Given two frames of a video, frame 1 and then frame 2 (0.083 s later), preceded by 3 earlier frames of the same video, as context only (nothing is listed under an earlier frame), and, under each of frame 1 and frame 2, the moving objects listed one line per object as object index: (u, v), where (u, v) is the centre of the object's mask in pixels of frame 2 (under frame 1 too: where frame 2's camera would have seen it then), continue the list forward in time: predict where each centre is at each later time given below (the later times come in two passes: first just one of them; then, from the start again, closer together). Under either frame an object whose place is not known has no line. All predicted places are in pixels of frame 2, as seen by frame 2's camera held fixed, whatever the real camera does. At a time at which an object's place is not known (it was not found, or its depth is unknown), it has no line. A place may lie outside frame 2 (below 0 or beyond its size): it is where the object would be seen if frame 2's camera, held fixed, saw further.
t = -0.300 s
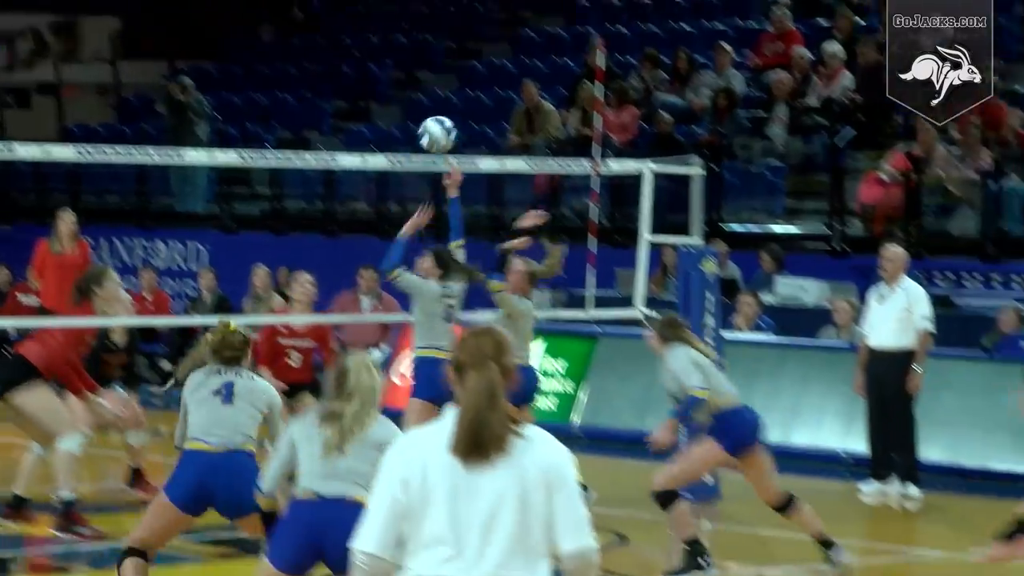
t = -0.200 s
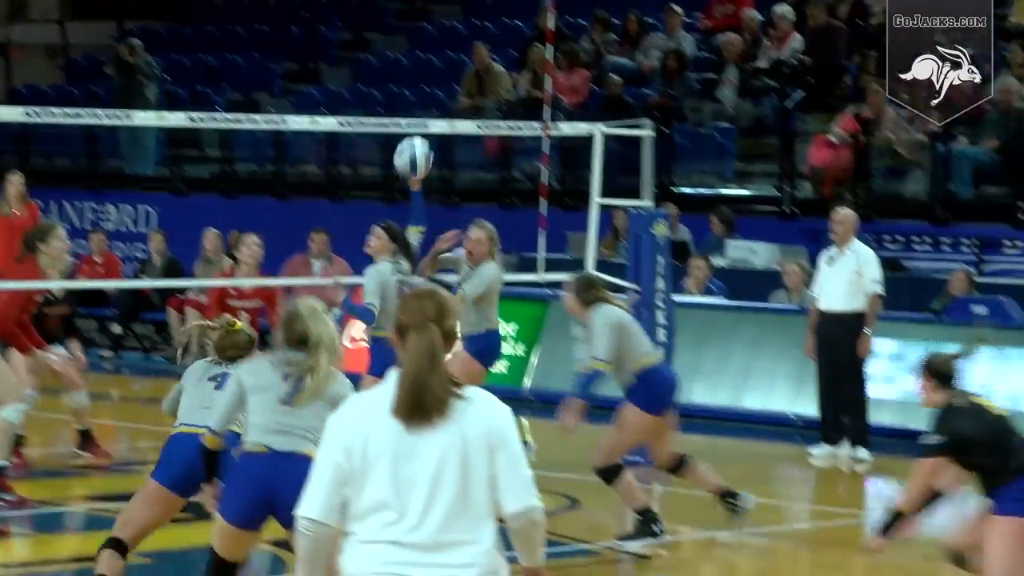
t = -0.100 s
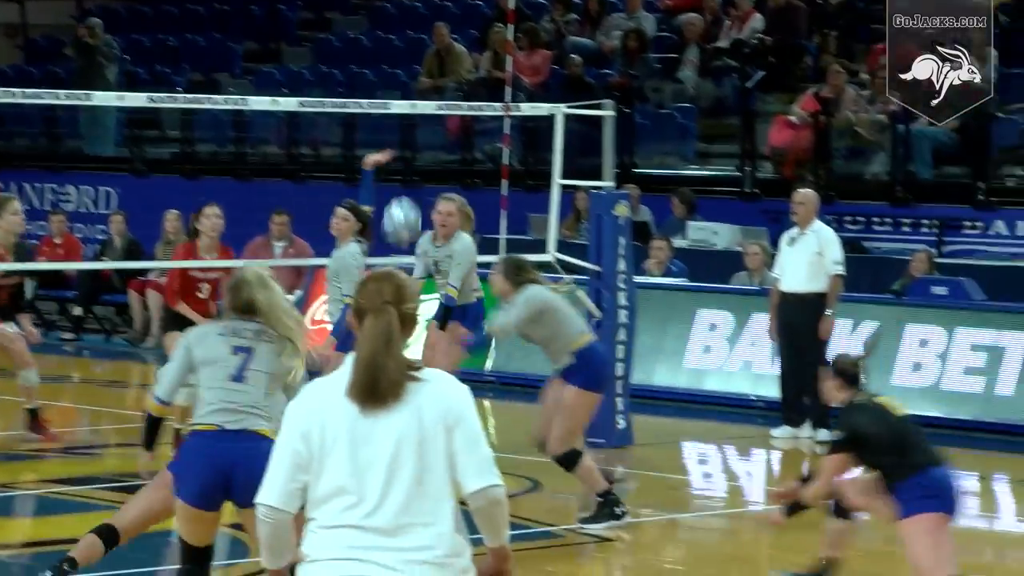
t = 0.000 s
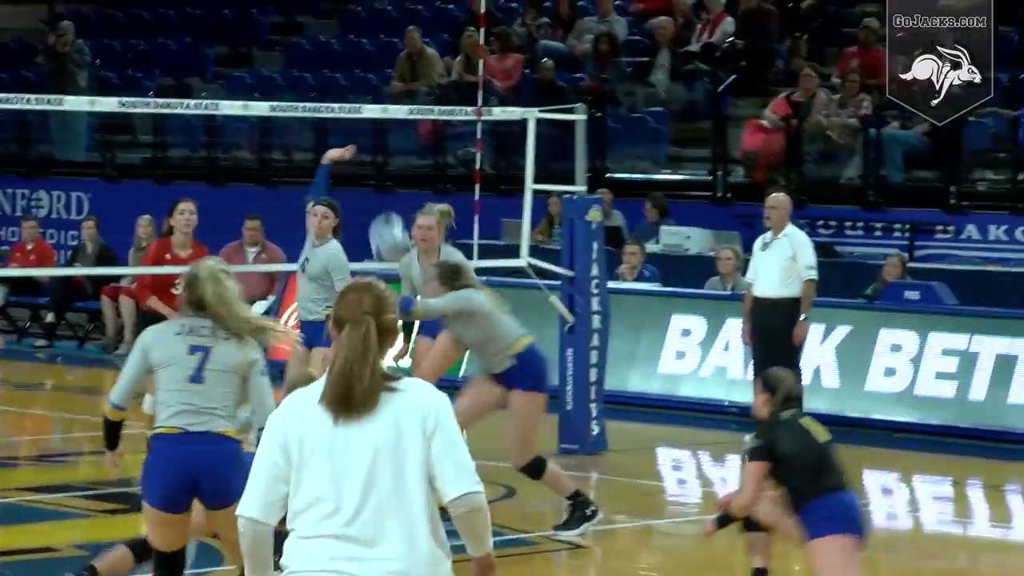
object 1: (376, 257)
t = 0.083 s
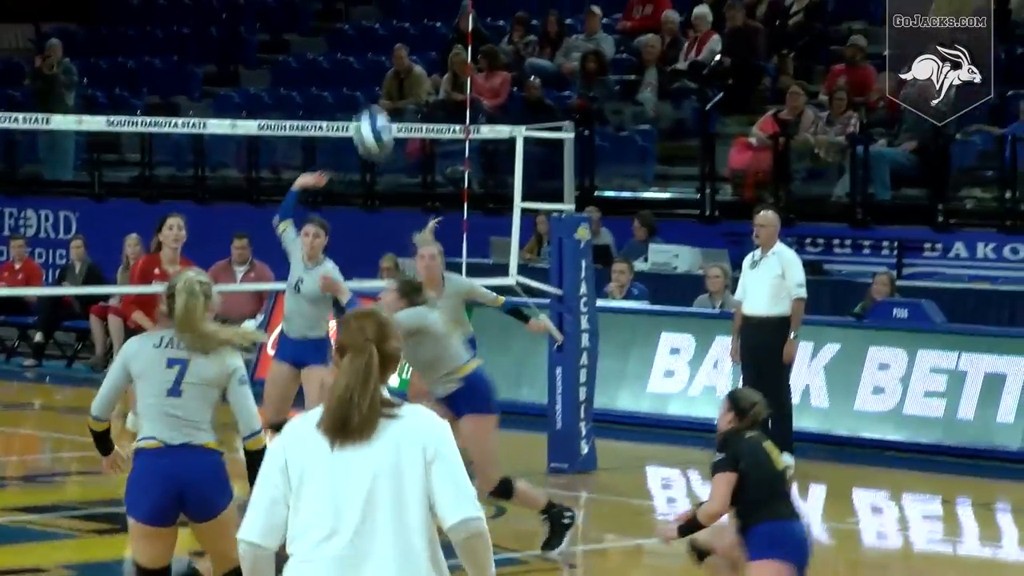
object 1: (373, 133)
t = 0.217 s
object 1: (363, -44)
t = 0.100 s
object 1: (371, 104)
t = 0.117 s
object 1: (371, 85)
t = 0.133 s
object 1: (369, 61)
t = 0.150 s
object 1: (368, 38)
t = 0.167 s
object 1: (367, 15)
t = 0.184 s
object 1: (366, -6)
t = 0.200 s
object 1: (365, -28)
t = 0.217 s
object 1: (363, -44)
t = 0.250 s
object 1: (361, -79)
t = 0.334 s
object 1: (360, -177)
